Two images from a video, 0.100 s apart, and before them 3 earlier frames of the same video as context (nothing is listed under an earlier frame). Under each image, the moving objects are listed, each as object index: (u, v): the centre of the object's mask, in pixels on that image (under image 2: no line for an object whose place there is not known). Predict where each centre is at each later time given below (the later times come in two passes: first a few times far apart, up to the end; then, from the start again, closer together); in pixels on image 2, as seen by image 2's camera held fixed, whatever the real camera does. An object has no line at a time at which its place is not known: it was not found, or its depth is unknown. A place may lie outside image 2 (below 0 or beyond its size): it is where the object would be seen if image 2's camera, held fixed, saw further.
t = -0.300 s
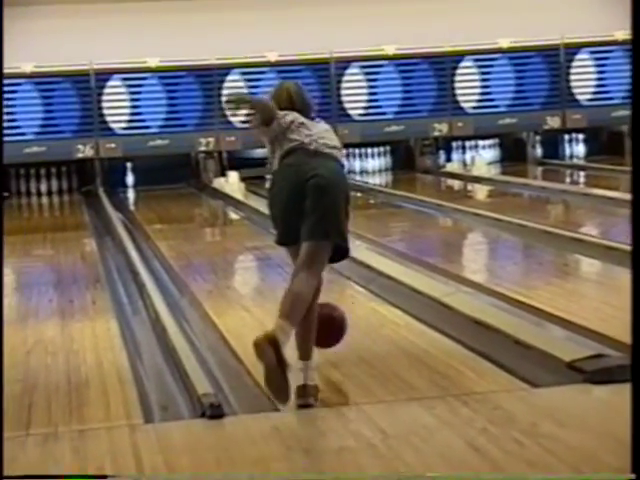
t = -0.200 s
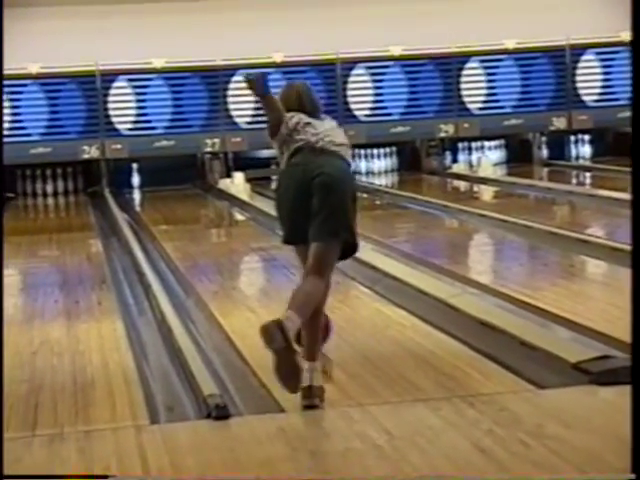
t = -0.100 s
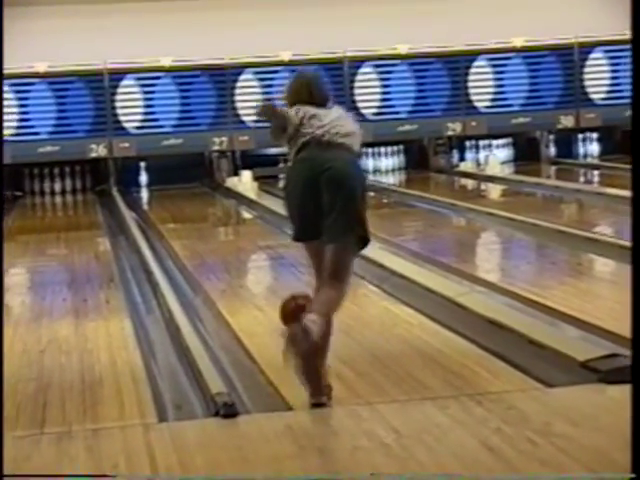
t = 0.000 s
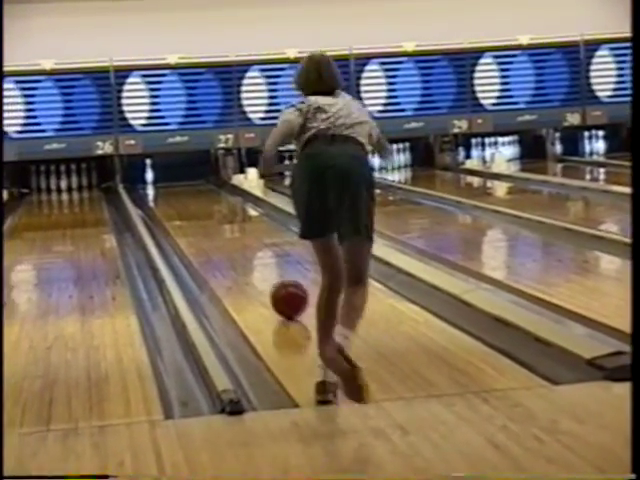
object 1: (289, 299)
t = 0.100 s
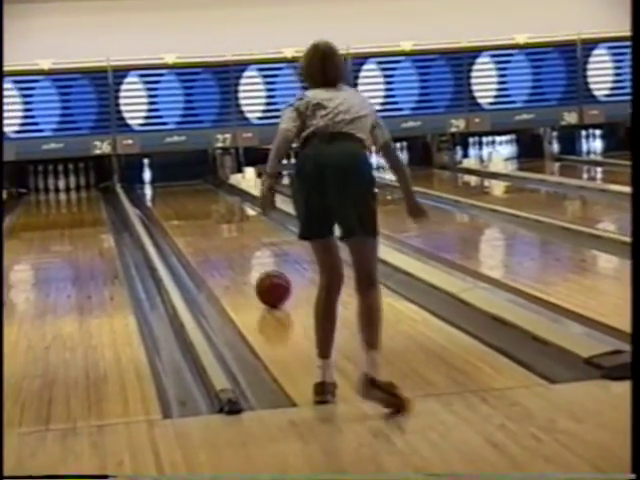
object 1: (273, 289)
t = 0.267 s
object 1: (252, 274)
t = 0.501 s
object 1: (230, 258)
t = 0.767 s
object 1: (209, 244)
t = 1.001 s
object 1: (195, 234)
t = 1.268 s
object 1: (180, 226)
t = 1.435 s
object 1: (166, 221)
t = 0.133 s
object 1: (269, 286)
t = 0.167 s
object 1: (264, 283)
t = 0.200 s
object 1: (260, 279)
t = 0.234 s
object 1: (256, 276)
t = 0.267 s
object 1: (252, 274)
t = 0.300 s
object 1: (249, 272)
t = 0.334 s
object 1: (245, 269)
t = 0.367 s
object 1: (242, 267)
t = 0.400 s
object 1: (239, 264)
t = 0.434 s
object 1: (236, 262)
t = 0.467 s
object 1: (233, 260)
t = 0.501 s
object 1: (230, 258)
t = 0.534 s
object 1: (227, 256)
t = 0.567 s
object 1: (224, 255)
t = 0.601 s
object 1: (221, 253)
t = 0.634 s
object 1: (219, 251)
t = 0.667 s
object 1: (217, 249)
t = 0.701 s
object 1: (214, 247)
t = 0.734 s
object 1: (212, 246)
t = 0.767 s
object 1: (209, 244)
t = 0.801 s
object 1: (207, 243)
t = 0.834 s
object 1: (205, 241)
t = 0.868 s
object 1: (202, 240)
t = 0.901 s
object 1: (201, 238)
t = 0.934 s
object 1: (199, 237)
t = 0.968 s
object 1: (197, 235)
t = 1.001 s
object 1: (195, 234)
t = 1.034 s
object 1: (192, 233)
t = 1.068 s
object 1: (191, 231)
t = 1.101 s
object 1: (189, 230)
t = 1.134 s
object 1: (187, 229)
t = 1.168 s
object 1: (185, 228)
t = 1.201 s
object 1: (183, 228)
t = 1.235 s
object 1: (181, 227)
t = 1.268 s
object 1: (180, 226)
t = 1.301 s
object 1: (177, 224)
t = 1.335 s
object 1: (174, 224)
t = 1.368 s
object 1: (171, 223)
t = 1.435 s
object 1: (166, 221)
